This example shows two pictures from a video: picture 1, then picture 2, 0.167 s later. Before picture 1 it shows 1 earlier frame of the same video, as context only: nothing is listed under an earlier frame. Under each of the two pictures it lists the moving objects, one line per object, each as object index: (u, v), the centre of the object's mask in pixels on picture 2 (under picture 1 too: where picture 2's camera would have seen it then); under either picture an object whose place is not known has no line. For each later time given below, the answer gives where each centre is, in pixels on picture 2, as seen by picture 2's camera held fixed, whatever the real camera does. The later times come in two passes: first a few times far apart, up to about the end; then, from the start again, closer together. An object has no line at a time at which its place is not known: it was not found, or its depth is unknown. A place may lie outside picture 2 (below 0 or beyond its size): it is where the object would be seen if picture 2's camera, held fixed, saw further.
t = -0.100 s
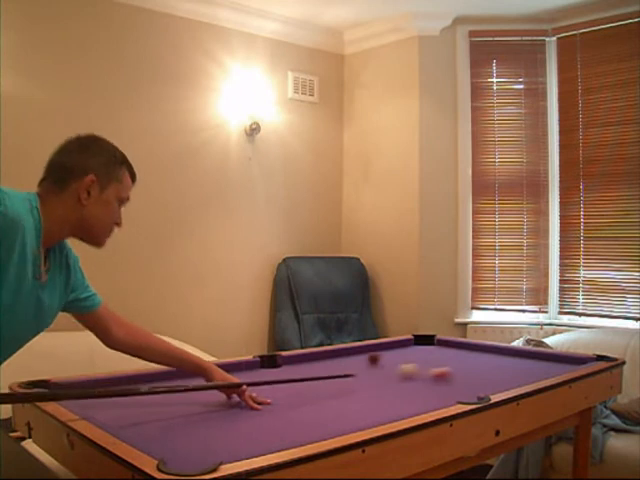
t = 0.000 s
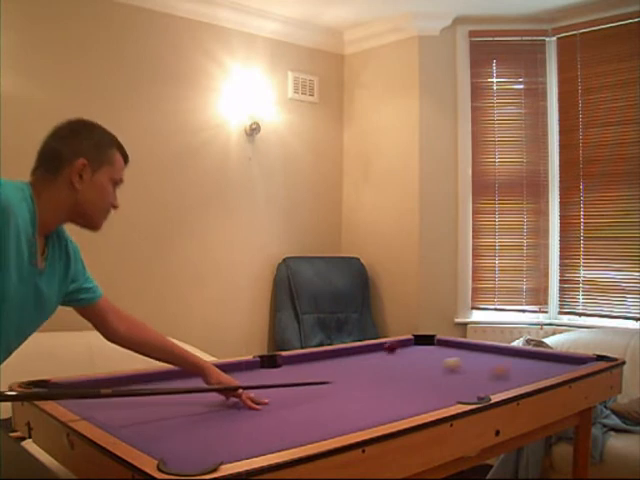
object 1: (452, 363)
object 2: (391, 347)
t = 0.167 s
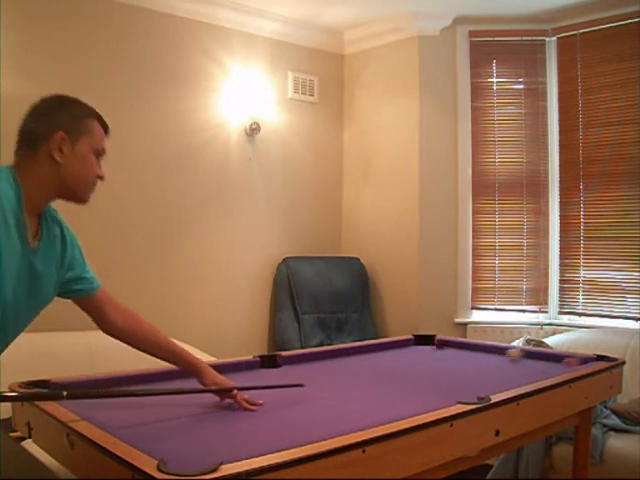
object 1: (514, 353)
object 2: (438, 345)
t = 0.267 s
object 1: (512, 356)
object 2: (439, 346)
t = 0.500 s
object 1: (480, 365)
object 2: (442, 357)
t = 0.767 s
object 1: (445, 375)
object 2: (449, 367)
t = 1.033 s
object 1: (407, 386)
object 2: (457, 386)
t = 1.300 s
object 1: (368, 397)
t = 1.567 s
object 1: (326, 410)
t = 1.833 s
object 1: (283, 424)
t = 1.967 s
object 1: (261, 432)
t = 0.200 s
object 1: (522, 353)
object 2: (439, 343)
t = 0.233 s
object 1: (518, 354)
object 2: (438, 345)
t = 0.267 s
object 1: (512, 356)
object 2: (439, 346)
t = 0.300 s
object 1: (506, 357)
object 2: (439, 347)
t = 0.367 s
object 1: (497, 359)
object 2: (440, 350)
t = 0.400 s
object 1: (492, 361)
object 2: (440, 353)
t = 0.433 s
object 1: (488, 362)
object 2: (441, 354)
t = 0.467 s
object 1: (484, 364)
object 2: (441, 355)
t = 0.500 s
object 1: (480, 365)
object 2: (442, 357)
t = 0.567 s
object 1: (472, 367)
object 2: (443, 360)
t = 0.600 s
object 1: (468, 369)
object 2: (444, 361)
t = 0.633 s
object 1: (463, 370)
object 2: (444, 363)
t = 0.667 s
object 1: (458, 371)
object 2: (445, 365)
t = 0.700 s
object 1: (454, 372)
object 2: (445, 366)
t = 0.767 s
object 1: (445, 375)
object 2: (449, 367)
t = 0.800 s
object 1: (441, 376)
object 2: (451, 372)
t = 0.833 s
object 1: (436, 377)
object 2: (451, 374)
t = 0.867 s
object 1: (432, 379)
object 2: (451, 375)
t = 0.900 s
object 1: (427, 380)
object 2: (452, 378)
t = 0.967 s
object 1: (417, 383)
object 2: (455, 382)
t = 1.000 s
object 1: (412, 384)
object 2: (456, 384)
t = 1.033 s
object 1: (407, 386)
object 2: (457, 386)
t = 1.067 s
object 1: (403, 387)
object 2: (458, 388)
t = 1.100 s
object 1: (398, 388)
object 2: (461, 390)
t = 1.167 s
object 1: (388, 392)
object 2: (463, 394)
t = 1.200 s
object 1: (383, 393)
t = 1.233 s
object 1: (378, 395)
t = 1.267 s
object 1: (372, 396)
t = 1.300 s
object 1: (368, 397)
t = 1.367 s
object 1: (358, 400)
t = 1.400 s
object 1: (352, 402)
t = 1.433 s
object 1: (347, 403)
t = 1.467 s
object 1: (342, 405)
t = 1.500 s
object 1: (336, 406)
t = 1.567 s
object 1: (326, 410)
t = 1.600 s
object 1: (320, 412)
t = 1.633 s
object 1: (315, 413)
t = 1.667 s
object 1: (310, 415)
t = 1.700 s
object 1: (305, 417)
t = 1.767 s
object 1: (294, 420)
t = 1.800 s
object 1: (288, 422)
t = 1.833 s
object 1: (283, 424)
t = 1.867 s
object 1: (277, 426)
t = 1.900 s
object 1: (272, 428)
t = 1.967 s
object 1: (261, 432)
